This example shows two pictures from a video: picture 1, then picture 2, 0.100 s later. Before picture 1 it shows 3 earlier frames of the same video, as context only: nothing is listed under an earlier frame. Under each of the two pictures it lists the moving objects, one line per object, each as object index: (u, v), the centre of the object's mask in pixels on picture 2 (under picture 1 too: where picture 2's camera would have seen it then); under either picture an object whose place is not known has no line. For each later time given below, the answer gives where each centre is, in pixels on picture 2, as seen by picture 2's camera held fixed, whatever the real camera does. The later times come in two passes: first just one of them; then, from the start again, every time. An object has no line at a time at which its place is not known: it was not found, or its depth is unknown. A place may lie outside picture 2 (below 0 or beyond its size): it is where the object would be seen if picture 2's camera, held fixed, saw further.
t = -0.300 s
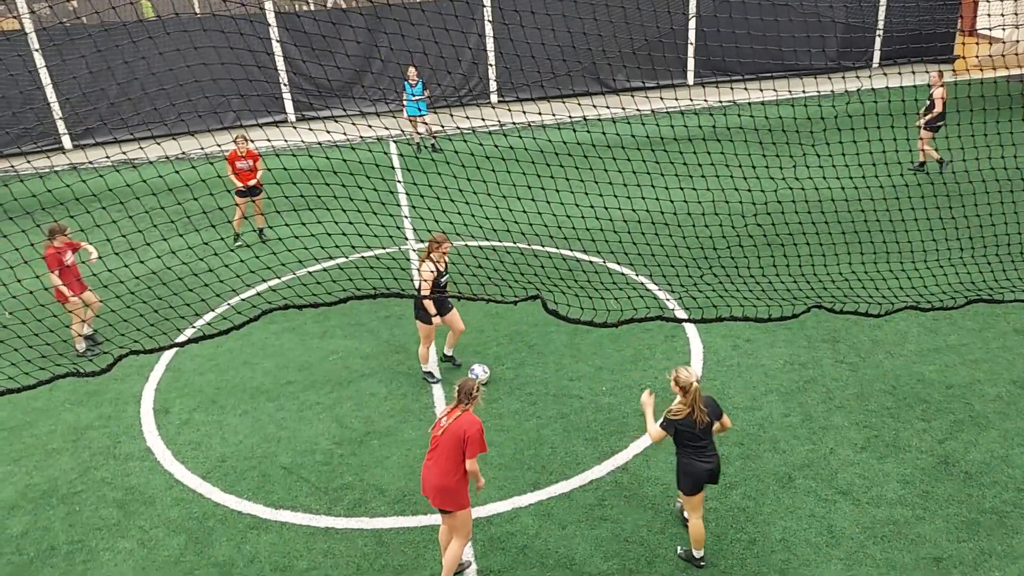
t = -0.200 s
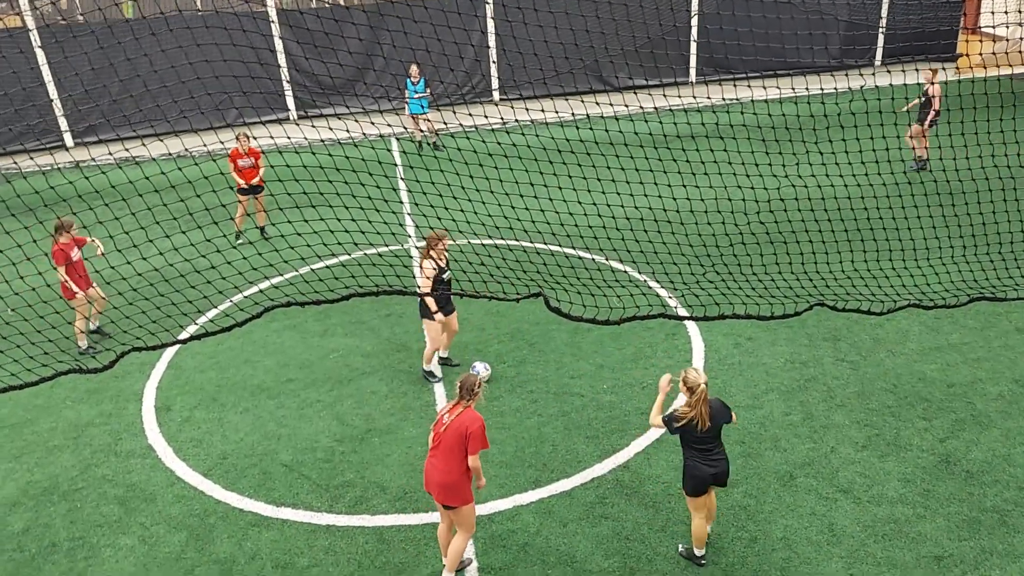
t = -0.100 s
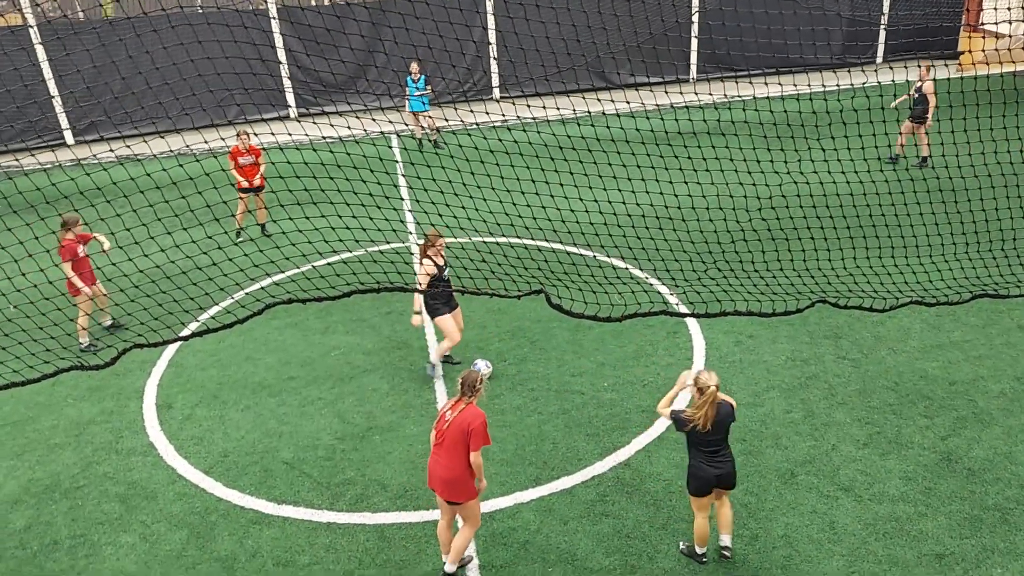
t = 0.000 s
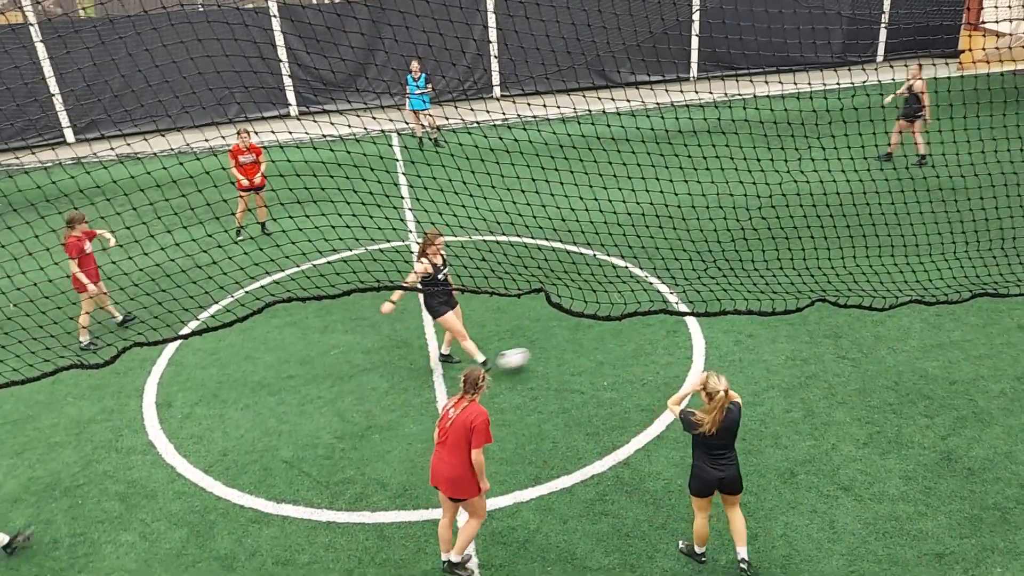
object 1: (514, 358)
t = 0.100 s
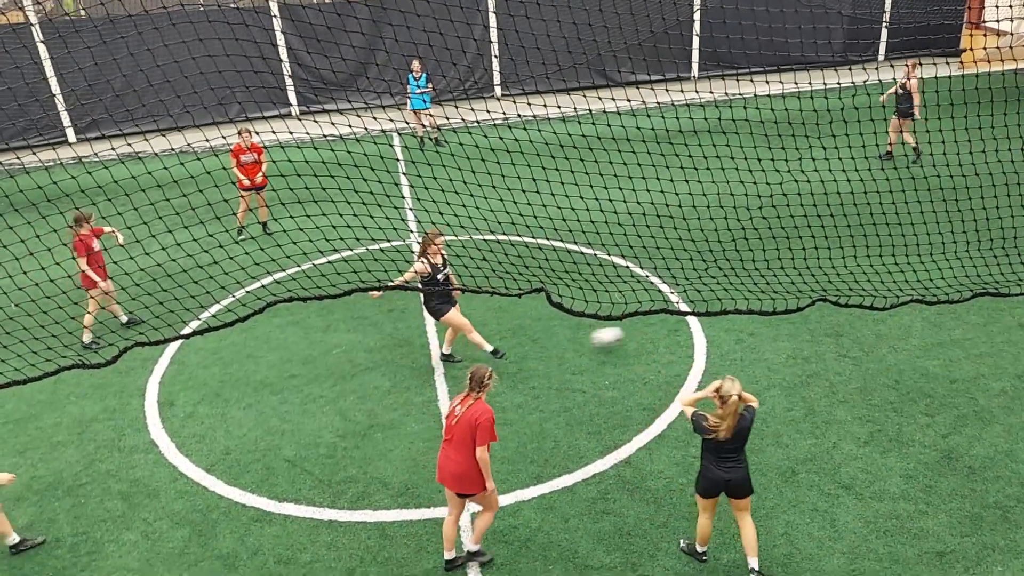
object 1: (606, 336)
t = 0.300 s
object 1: (770, 305)
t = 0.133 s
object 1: (636, 332)
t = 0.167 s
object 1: (665, 327)
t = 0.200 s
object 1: (694, 325)
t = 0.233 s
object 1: (722, 322)
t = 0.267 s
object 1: (745, 314)
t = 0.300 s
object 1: (770, 305)
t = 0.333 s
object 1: (793, 301)
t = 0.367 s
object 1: (812, 296)
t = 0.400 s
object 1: (836, 293)
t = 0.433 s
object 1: (859, 290)
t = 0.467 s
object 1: (879, 288)
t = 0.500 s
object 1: (896, 282)
